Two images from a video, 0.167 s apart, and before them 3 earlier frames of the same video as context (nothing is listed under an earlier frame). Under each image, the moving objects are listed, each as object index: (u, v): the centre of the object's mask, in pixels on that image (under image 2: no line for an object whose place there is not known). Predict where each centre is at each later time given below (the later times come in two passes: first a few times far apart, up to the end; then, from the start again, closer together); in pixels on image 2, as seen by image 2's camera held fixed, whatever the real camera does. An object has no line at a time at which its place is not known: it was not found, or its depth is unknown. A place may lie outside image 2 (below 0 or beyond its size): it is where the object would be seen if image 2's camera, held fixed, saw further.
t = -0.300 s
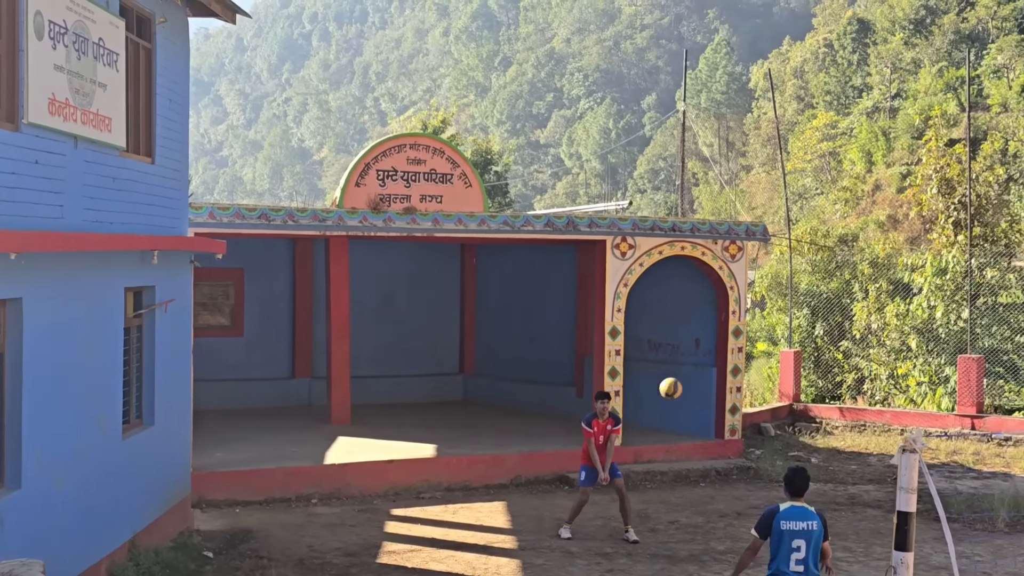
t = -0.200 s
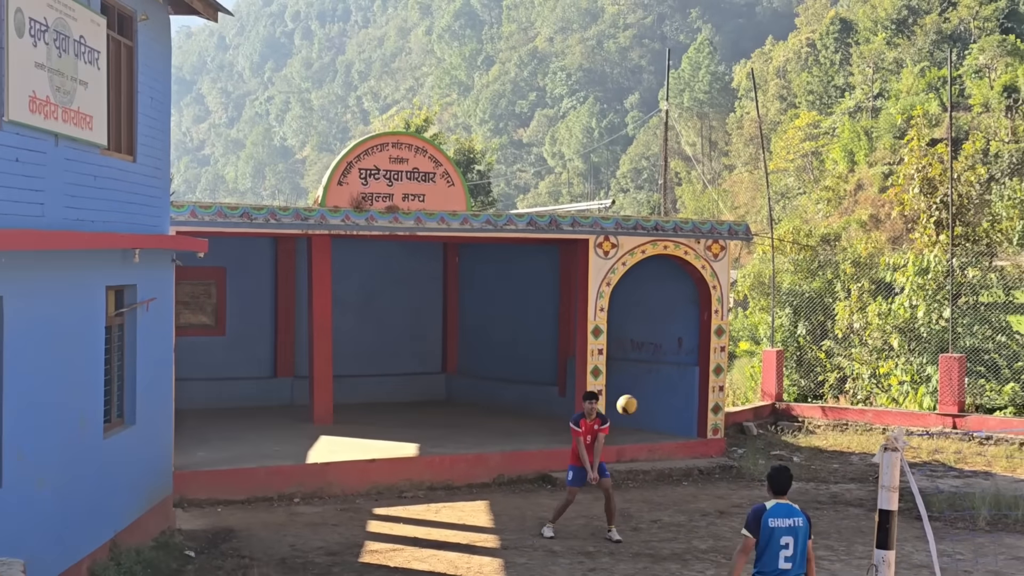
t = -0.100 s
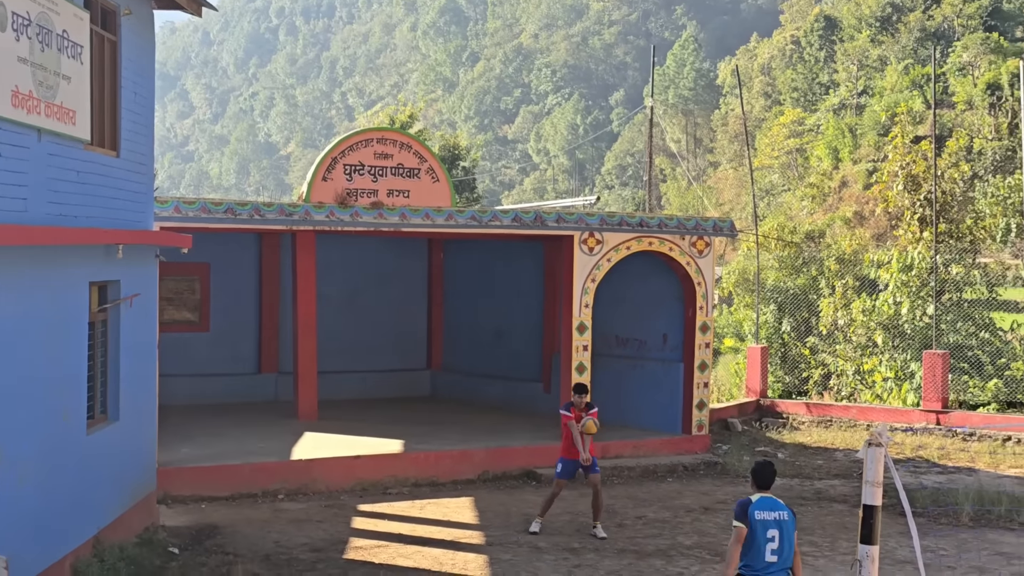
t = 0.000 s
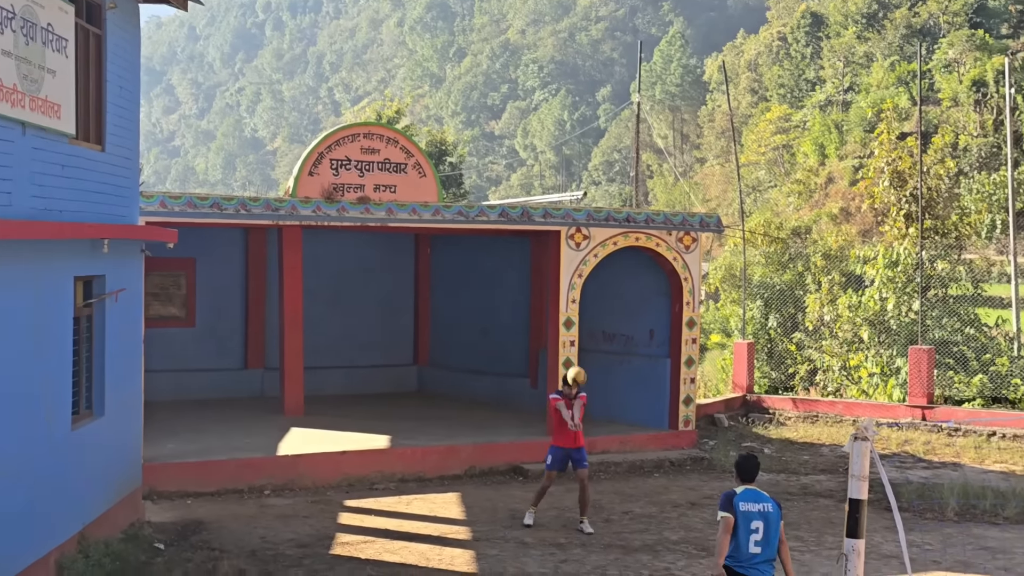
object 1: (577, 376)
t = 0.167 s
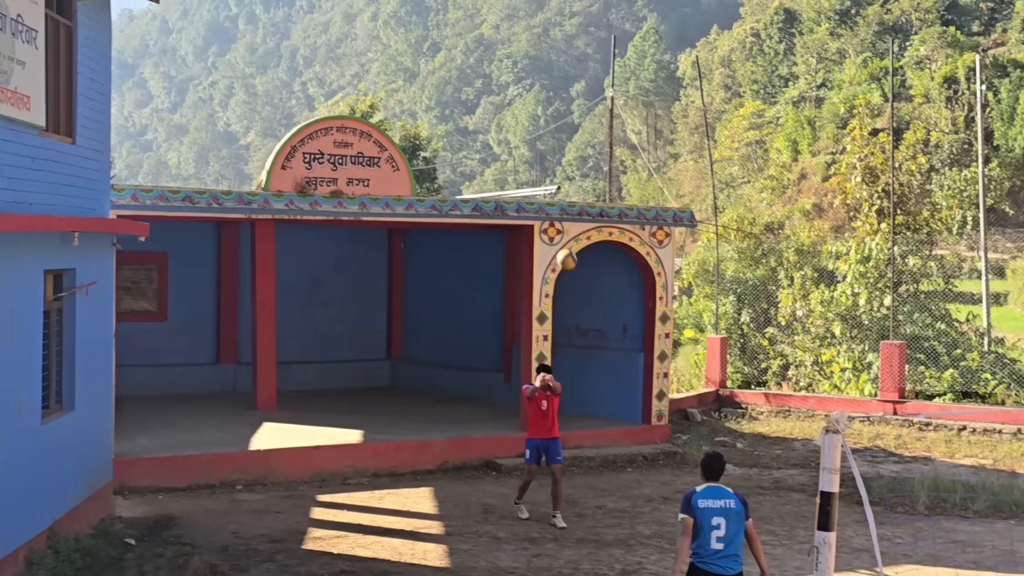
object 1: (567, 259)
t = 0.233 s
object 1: (572, 220)
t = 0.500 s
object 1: (597, 99)
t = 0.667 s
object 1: (614, 53)
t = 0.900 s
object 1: (638, 34)
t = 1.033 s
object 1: (653, 49)
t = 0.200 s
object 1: (569, 240)
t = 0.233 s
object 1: (572, 220)
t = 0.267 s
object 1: (575, 202)
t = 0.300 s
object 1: (578, 185)
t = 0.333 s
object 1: (582, 169)
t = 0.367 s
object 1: (585, 153)
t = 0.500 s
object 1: (597, 99)
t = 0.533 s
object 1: (601, 88)
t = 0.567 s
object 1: (604, 78)
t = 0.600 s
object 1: (607, 68)
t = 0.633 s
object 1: (610, 60)
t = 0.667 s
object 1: (614, 53)
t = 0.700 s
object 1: (618, 47)
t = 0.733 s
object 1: (621, 42)
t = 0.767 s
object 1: (624, 38)
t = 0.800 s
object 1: (628, 36)
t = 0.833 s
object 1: (631, 34)
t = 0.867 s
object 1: (635, 33)
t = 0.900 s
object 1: (638, 34)
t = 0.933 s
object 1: (641, 36)
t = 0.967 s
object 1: (646, 39)
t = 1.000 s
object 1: (650, 43)
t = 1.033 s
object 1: (653, 49)
